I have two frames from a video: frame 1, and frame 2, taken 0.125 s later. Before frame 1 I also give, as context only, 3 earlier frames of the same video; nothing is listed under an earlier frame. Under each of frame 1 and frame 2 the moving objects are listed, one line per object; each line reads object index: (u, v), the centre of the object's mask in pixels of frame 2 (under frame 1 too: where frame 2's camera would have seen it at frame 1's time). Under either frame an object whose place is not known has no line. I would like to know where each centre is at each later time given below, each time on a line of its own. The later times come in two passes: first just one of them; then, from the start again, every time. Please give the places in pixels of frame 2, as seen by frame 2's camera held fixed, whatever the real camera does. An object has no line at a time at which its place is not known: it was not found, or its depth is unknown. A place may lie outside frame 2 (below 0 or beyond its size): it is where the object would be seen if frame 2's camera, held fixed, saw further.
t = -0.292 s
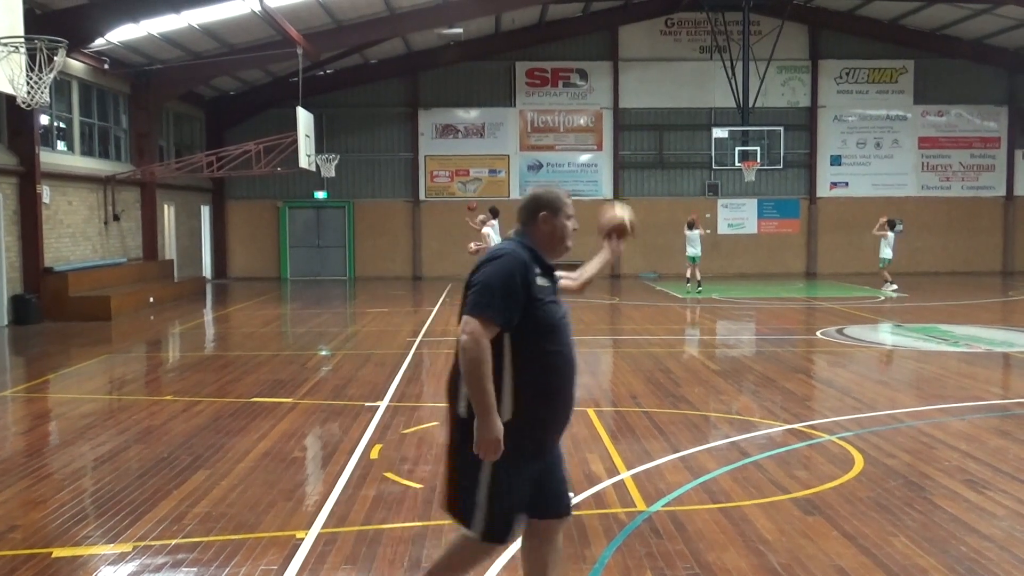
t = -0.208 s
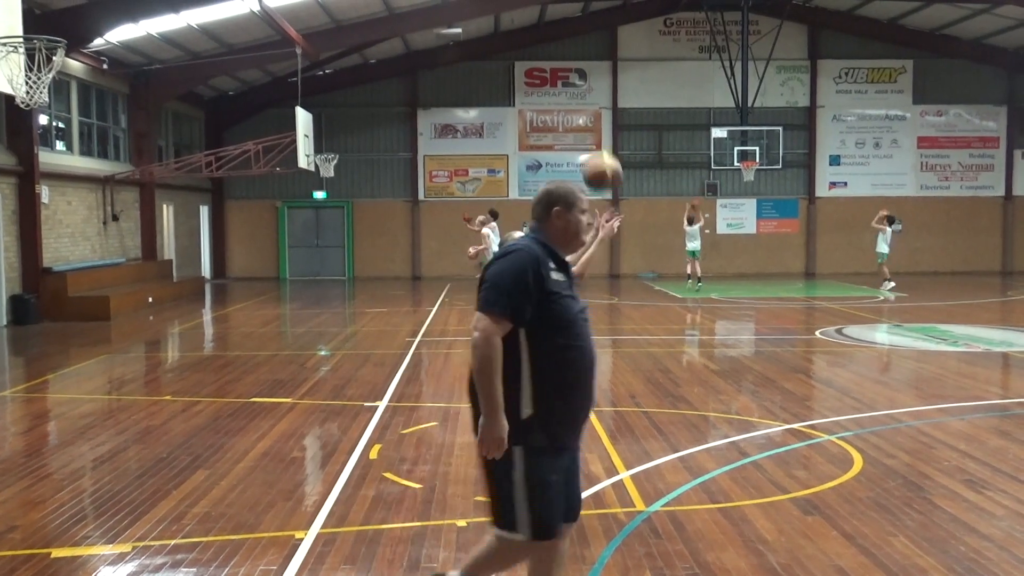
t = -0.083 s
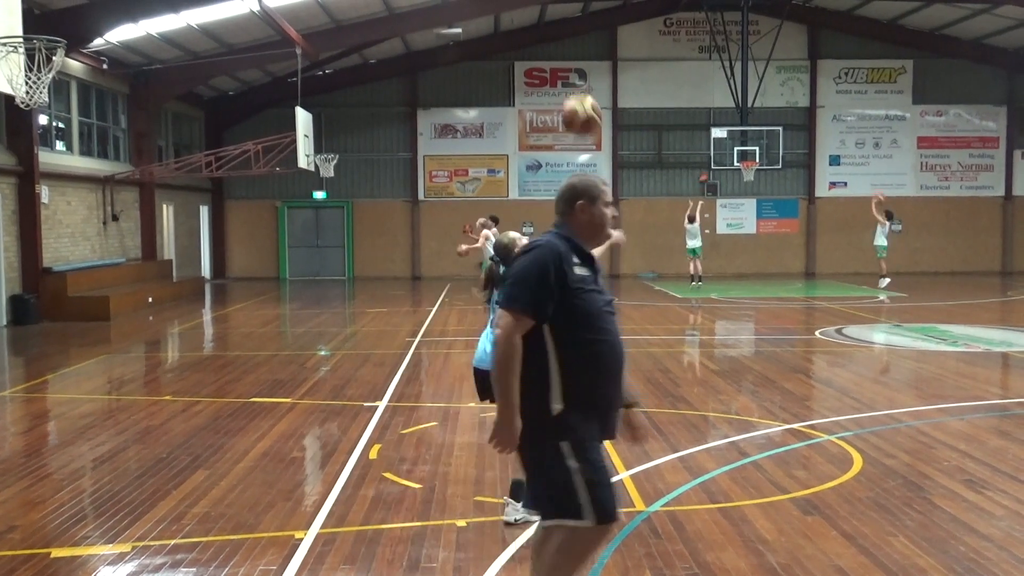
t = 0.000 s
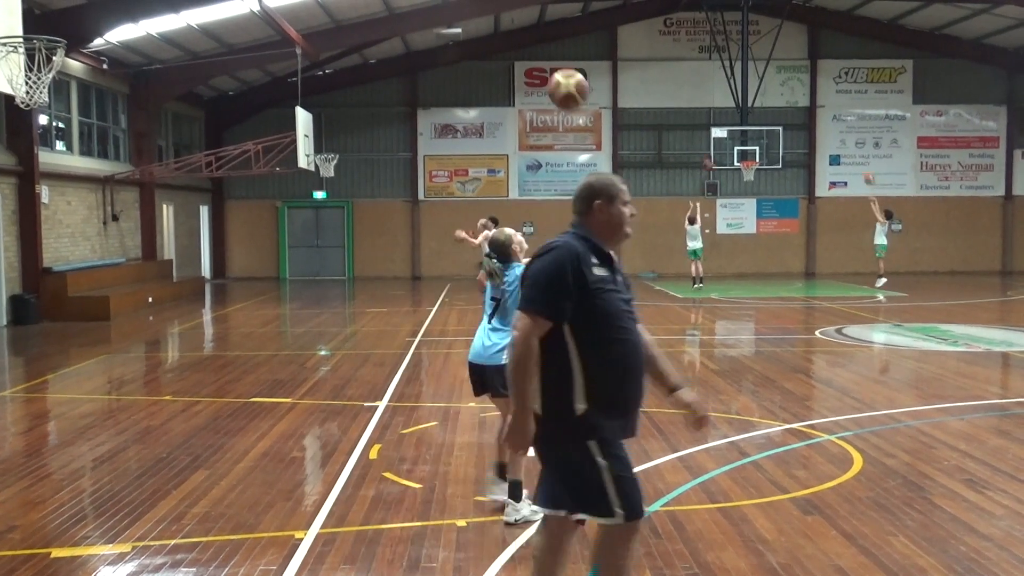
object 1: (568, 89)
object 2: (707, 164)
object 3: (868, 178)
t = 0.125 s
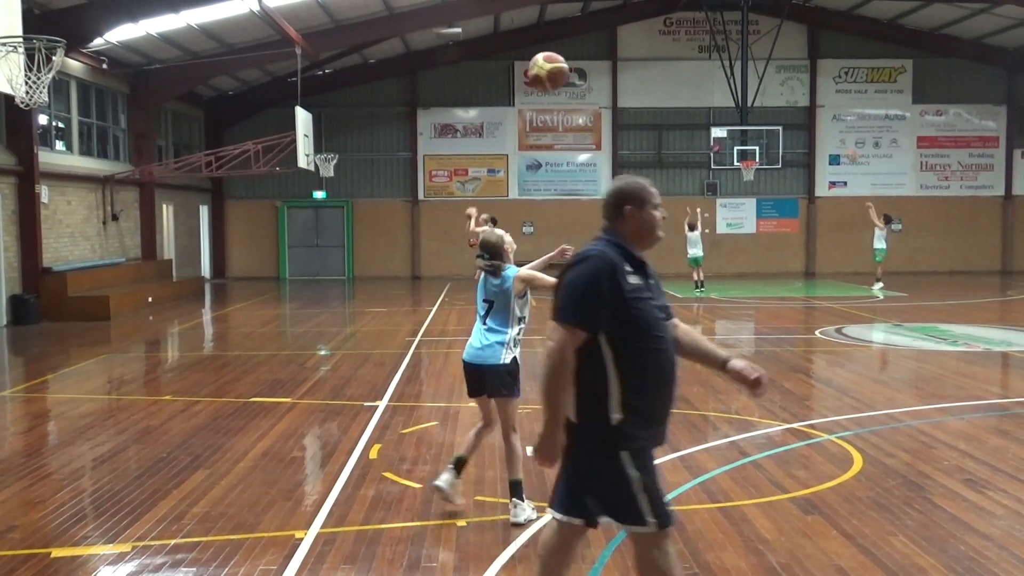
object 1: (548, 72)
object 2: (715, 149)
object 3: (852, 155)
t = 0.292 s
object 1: (522, 84)
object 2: (724, 138)
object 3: (831, 136)
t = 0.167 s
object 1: (542, 71)
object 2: (718, 143)
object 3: (847, 150)
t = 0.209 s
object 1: (535, 73)
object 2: (720, 141)
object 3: (841, 144)
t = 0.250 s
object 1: (529, 77)
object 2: (721, 139)
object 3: (835, 140)
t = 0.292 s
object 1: (522, 84)
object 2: (724, 138)
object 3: (831, 136)
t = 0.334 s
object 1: (516, 94)
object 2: (726, 137)
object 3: (825, 133)
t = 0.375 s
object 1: (510, 106)
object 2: (728, 136)
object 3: (820, 130)
